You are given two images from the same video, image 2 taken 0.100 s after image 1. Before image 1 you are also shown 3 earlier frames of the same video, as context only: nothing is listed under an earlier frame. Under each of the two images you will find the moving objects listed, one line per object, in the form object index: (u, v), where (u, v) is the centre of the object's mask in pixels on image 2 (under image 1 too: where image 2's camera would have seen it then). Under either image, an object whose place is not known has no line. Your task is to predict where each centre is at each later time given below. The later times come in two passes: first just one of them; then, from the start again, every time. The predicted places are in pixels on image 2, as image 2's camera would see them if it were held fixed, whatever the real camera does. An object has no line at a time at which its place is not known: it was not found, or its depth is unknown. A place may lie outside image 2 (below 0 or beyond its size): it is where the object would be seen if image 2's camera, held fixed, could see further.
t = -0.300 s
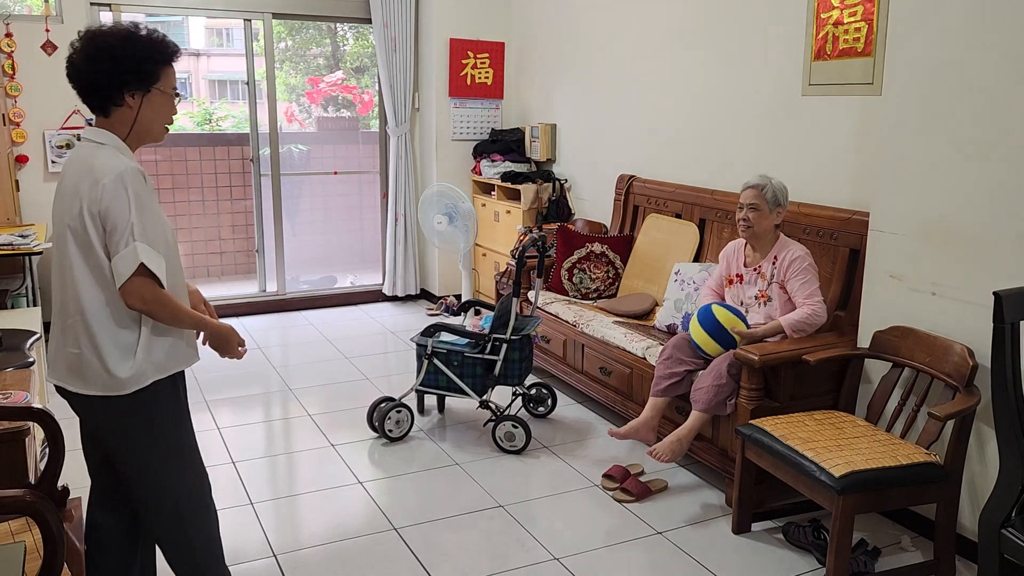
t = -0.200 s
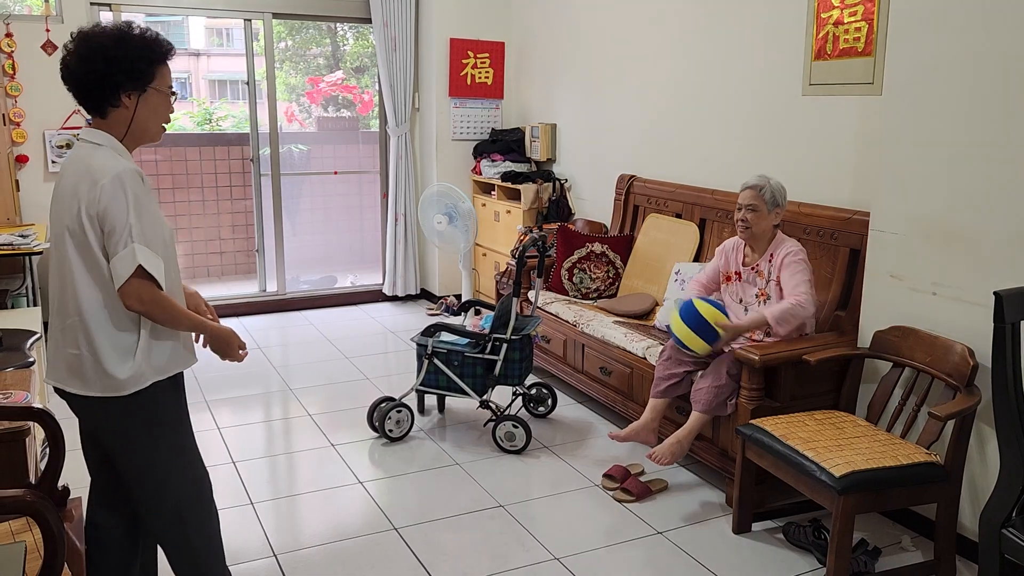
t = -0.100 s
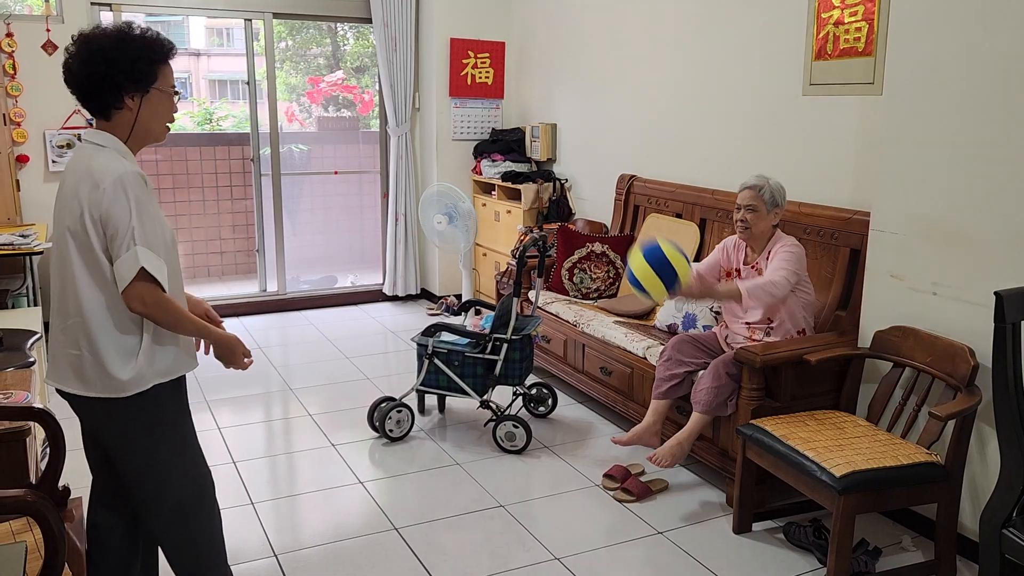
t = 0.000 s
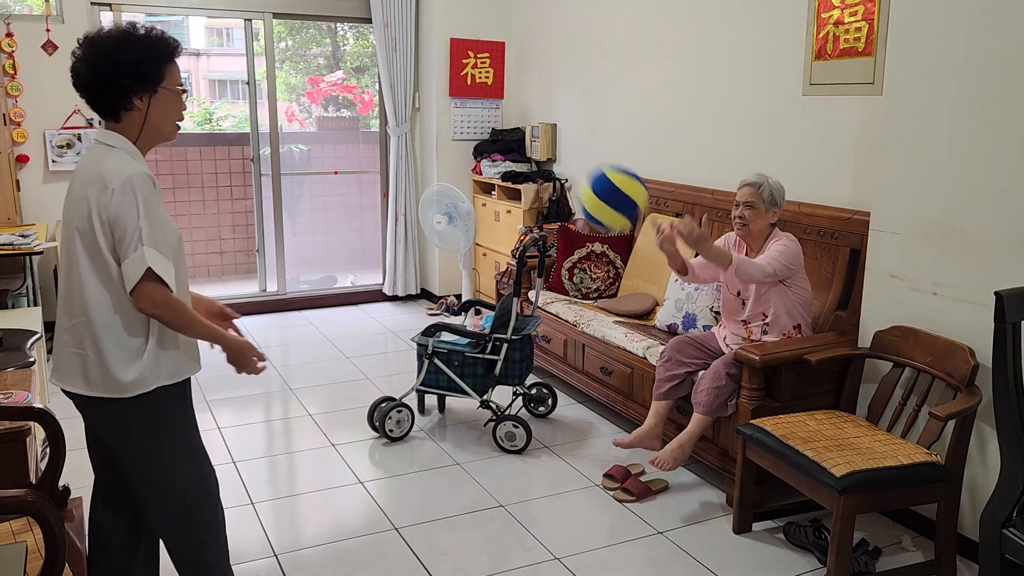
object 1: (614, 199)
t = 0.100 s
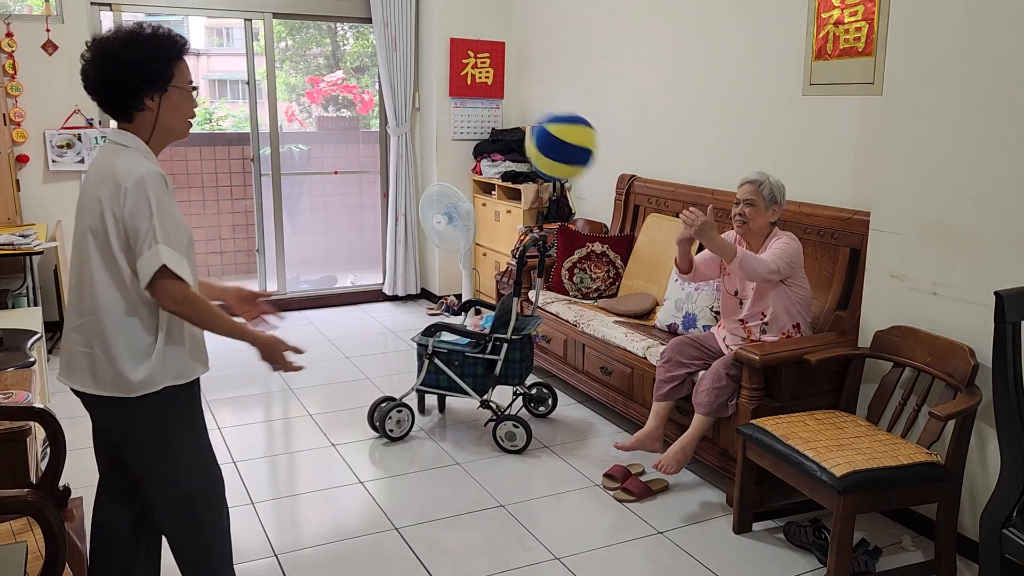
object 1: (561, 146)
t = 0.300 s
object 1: (443, 127)
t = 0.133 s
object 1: (543, 135)
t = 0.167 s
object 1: (526, 128)
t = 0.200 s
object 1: (505, 122)
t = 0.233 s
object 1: (486, 120)
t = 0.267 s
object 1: (465, 122)
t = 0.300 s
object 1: (443, 127)
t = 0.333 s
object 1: (420, 137)
